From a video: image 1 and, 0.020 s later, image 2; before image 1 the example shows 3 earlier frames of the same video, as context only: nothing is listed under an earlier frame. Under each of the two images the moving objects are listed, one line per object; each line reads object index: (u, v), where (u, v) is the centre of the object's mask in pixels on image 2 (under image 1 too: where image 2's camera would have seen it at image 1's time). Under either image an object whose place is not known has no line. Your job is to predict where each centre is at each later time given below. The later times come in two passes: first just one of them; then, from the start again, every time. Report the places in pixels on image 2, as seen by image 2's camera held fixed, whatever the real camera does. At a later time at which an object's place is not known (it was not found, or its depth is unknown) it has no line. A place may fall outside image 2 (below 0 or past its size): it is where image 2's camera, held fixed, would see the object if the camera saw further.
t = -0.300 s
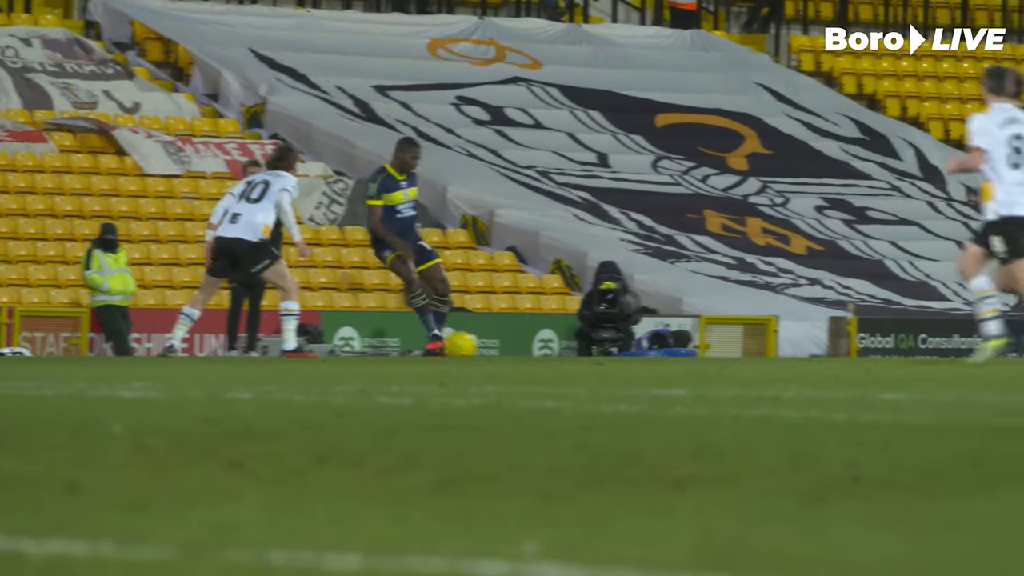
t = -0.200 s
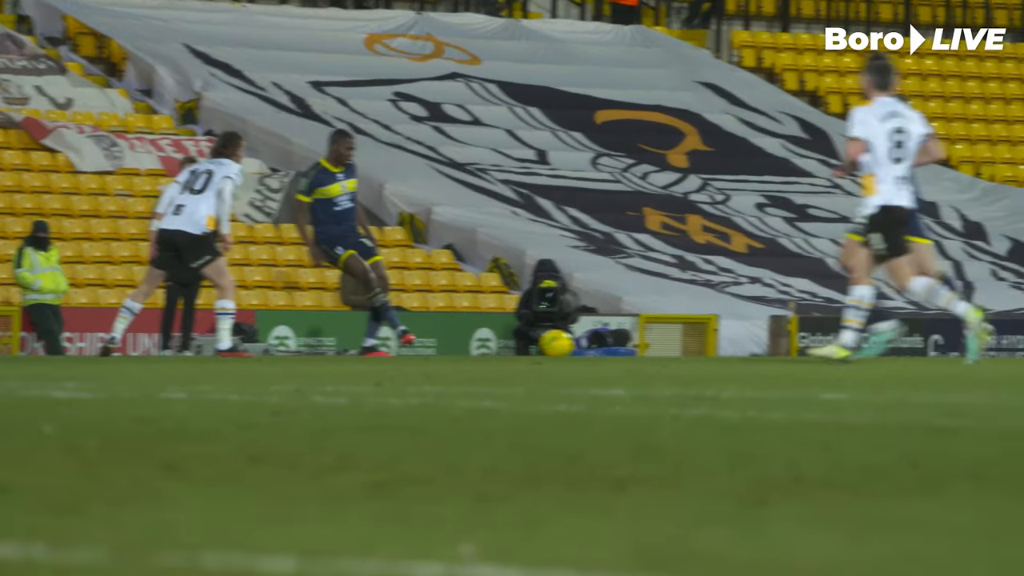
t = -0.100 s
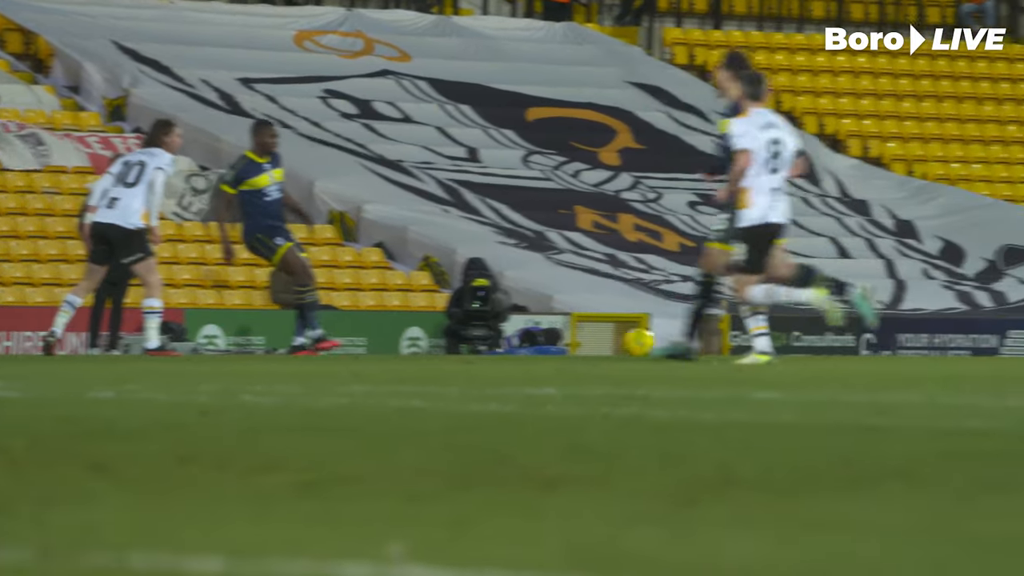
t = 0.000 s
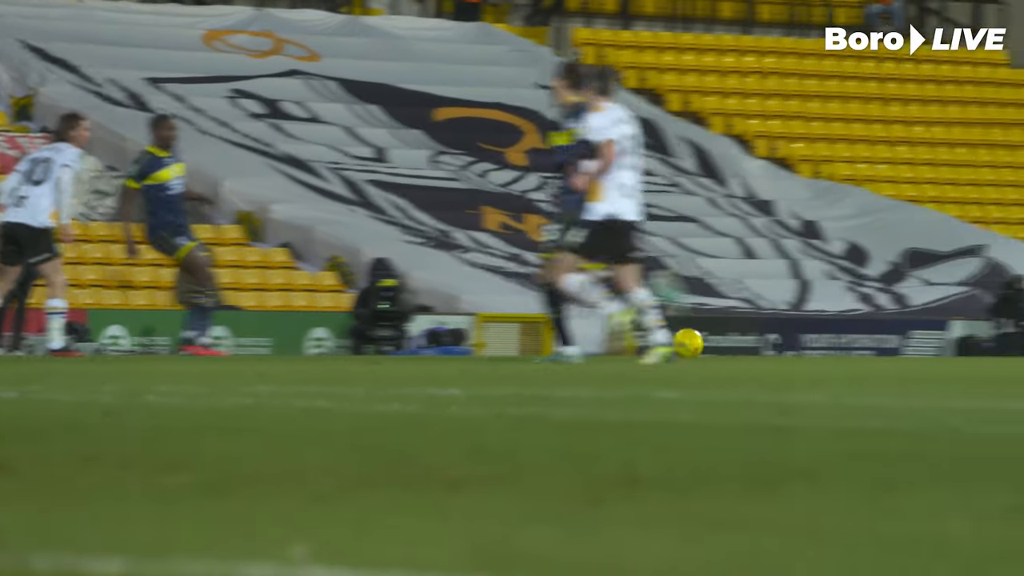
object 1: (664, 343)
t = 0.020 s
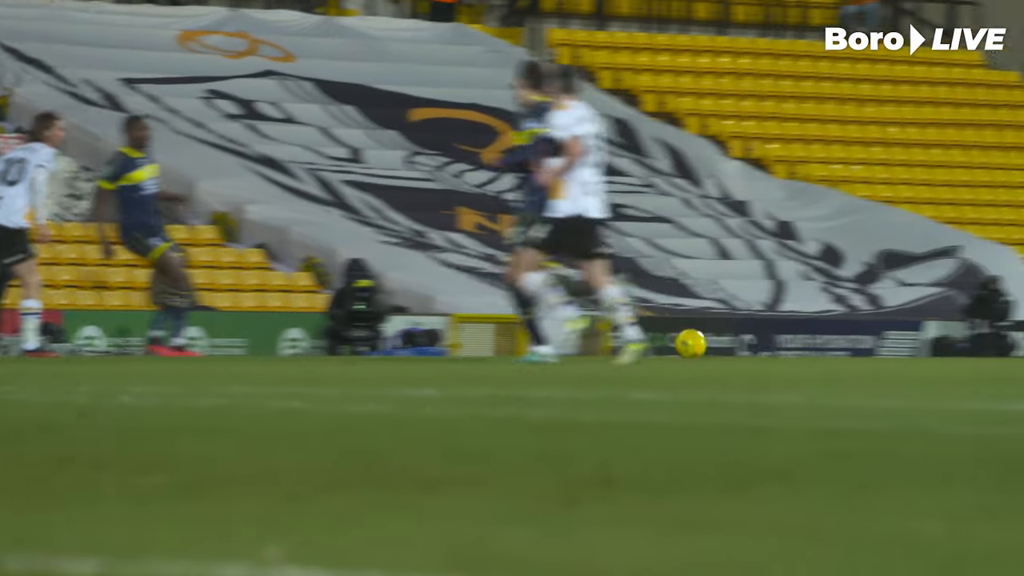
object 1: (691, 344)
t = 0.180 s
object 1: (909, 348)
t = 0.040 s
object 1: (718, 344)
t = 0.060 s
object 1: (745, 345)
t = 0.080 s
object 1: (772, 345)
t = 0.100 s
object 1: (799, 345)
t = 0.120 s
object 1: (826, 345)
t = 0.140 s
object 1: (853, 346)
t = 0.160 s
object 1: (880, 346)
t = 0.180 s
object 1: (909, 348)
